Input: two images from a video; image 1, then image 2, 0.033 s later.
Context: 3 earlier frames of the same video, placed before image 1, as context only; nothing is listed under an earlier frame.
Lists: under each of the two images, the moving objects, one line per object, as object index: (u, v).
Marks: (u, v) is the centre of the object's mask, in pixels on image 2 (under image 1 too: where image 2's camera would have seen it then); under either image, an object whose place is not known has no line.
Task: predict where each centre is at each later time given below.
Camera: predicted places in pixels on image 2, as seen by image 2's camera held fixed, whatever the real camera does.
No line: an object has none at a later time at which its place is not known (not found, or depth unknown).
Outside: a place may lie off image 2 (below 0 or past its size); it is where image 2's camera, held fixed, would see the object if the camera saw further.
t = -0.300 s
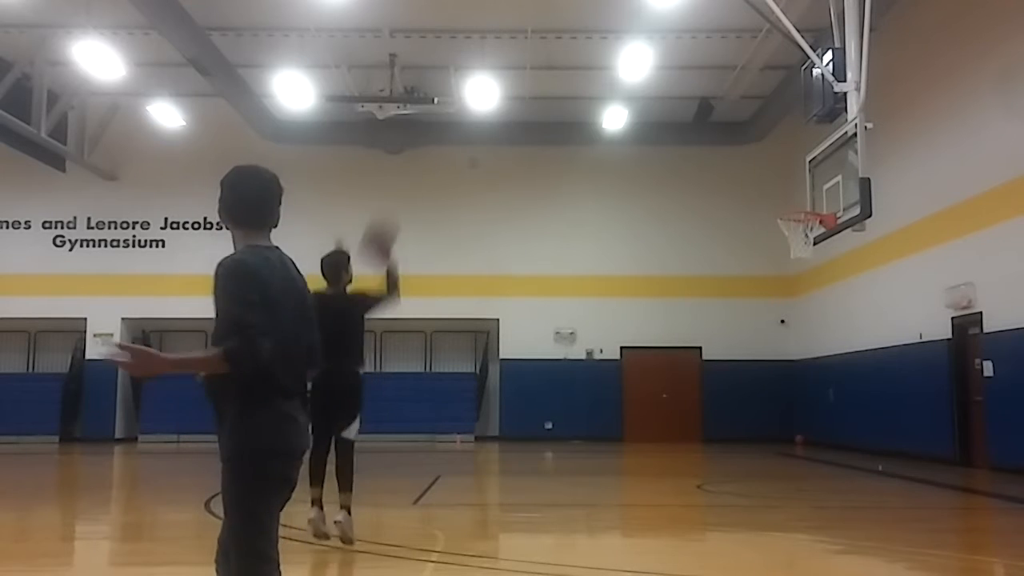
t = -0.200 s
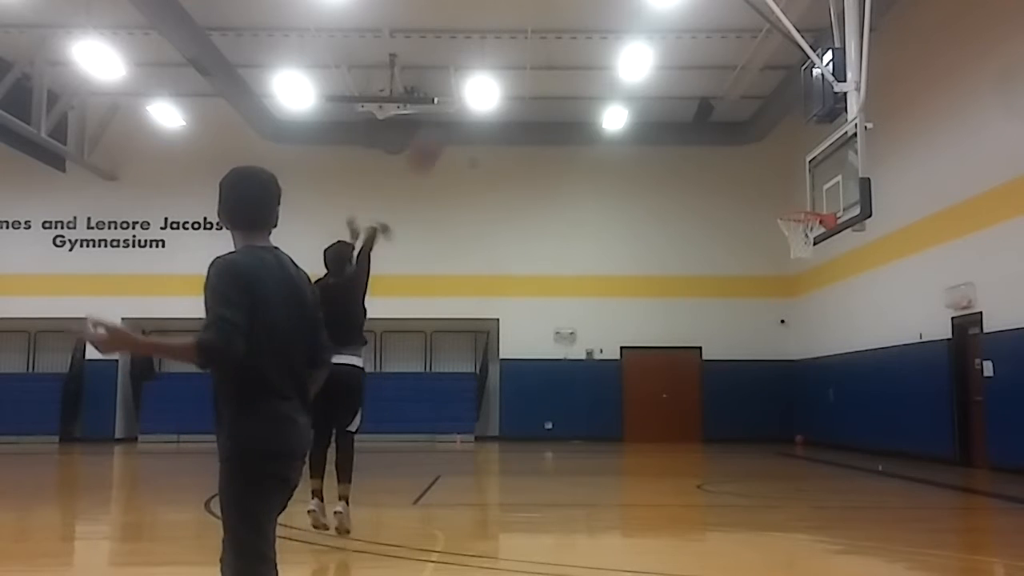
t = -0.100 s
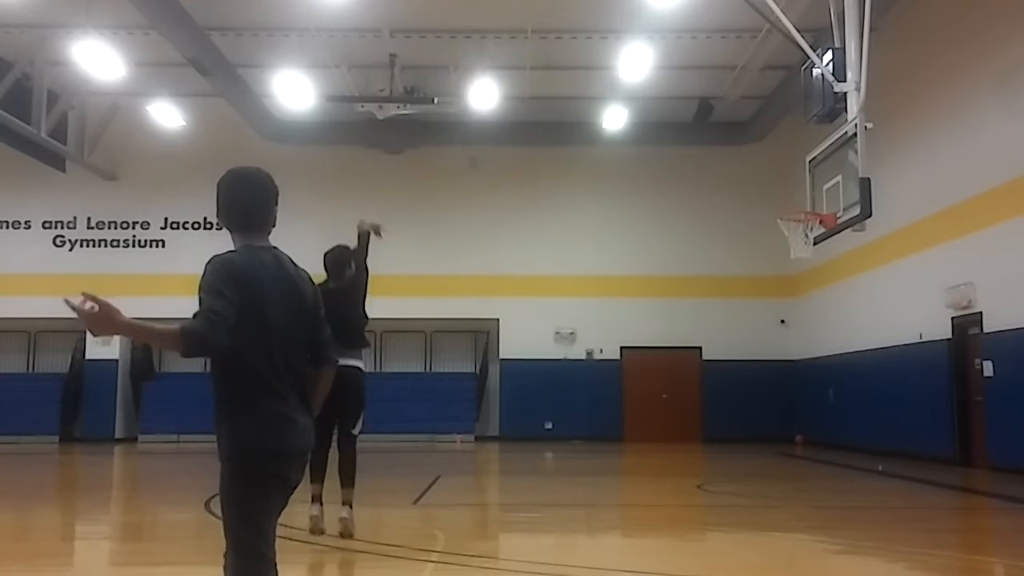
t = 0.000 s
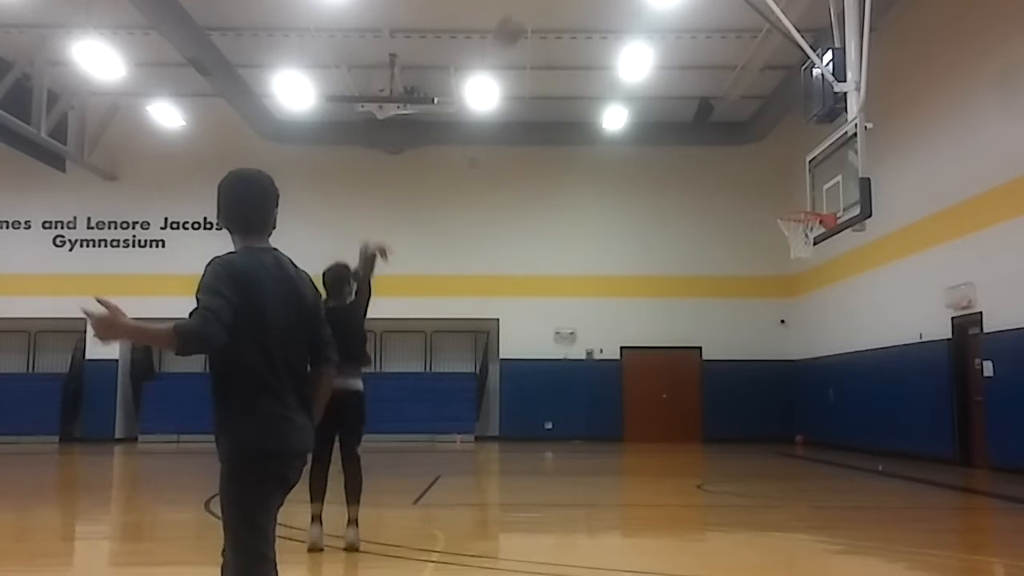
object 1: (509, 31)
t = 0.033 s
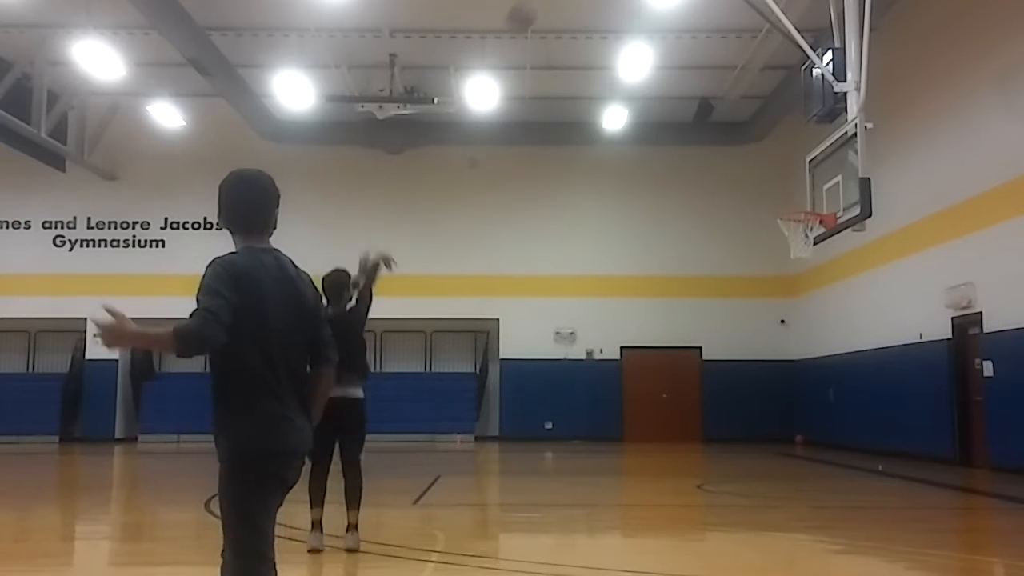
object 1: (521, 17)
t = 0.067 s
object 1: (532, 10)
